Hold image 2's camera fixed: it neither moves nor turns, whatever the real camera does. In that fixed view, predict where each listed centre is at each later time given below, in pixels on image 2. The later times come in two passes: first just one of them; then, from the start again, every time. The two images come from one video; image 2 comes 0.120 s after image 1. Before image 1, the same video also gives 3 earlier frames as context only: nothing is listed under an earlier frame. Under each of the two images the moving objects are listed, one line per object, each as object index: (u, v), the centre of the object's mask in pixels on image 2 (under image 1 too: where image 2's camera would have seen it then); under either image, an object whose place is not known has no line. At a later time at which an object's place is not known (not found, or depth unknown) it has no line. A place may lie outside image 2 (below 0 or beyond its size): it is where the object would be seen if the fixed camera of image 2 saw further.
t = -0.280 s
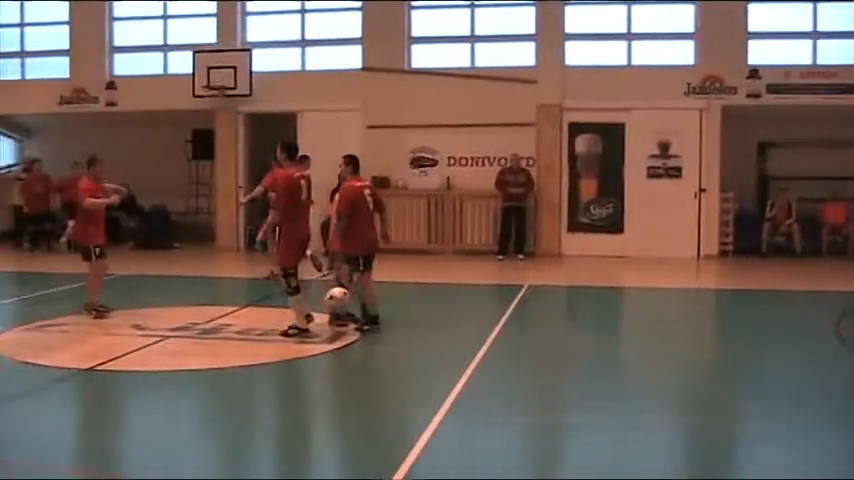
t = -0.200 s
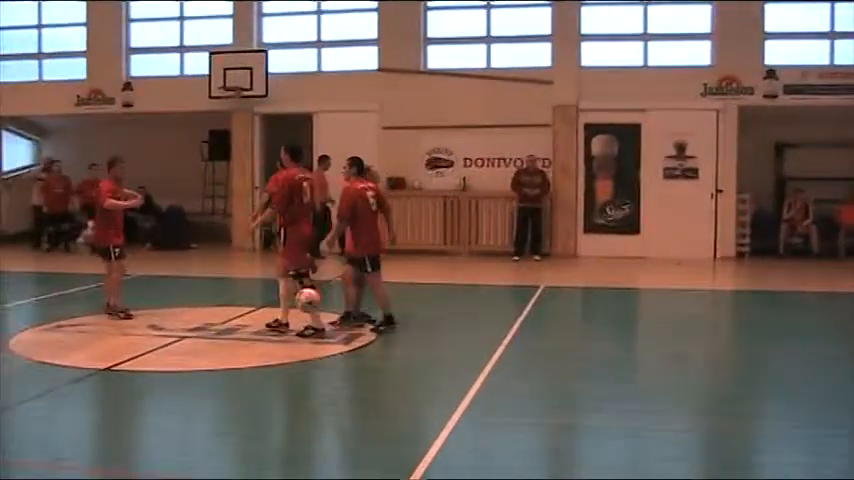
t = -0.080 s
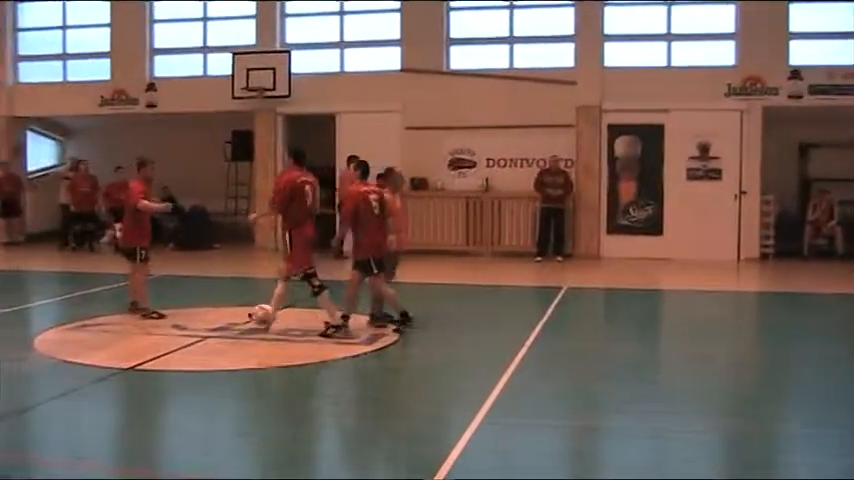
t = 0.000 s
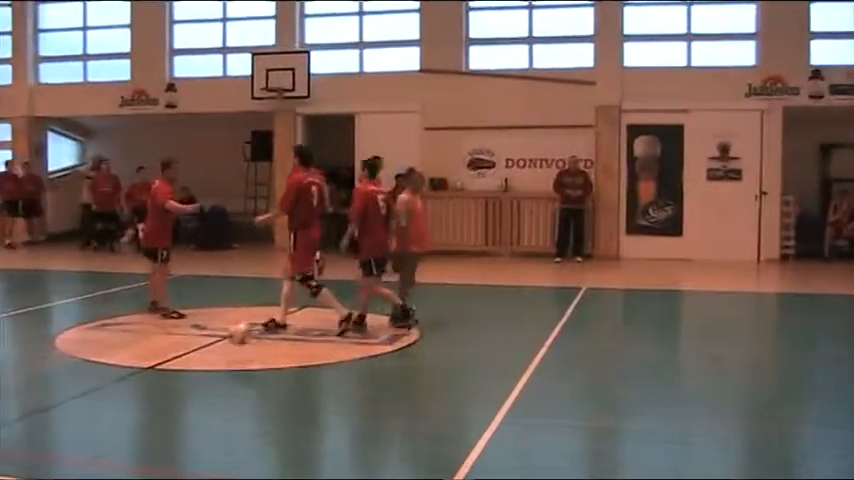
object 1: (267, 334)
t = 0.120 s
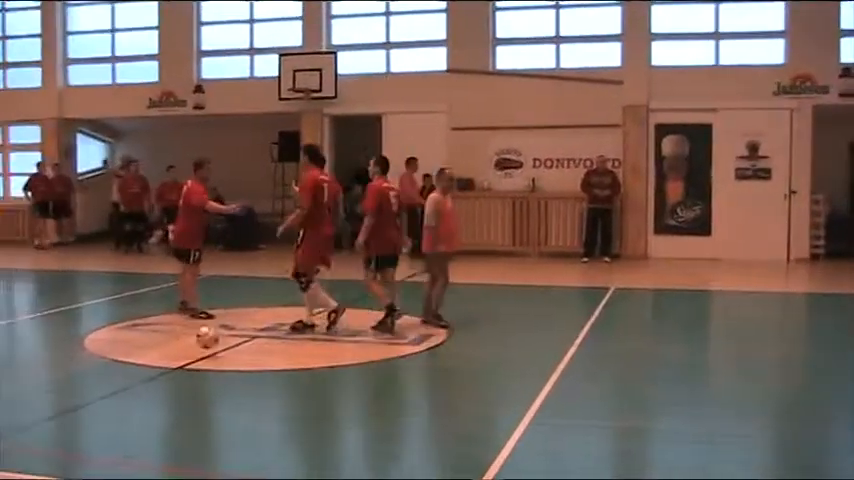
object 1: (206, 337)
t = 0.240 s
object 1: (148, 330)
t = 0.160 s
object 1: (187, 333)
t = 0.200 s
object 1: (167, 330)
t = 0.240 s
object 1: (148, 330)
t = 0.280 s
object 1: (129, 332)
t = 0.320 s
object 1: (111, 336)
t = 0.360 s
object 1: (92, 341)
